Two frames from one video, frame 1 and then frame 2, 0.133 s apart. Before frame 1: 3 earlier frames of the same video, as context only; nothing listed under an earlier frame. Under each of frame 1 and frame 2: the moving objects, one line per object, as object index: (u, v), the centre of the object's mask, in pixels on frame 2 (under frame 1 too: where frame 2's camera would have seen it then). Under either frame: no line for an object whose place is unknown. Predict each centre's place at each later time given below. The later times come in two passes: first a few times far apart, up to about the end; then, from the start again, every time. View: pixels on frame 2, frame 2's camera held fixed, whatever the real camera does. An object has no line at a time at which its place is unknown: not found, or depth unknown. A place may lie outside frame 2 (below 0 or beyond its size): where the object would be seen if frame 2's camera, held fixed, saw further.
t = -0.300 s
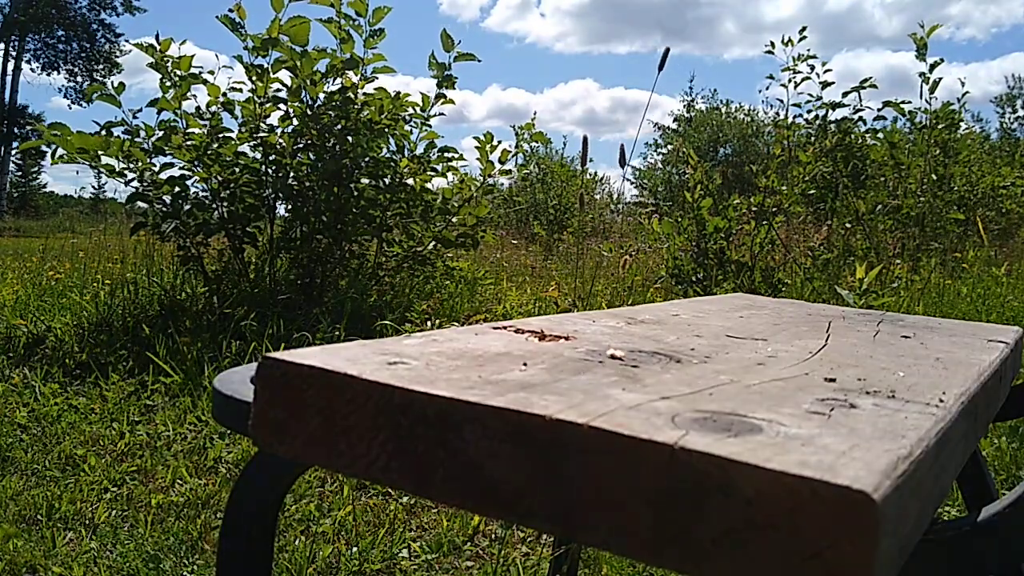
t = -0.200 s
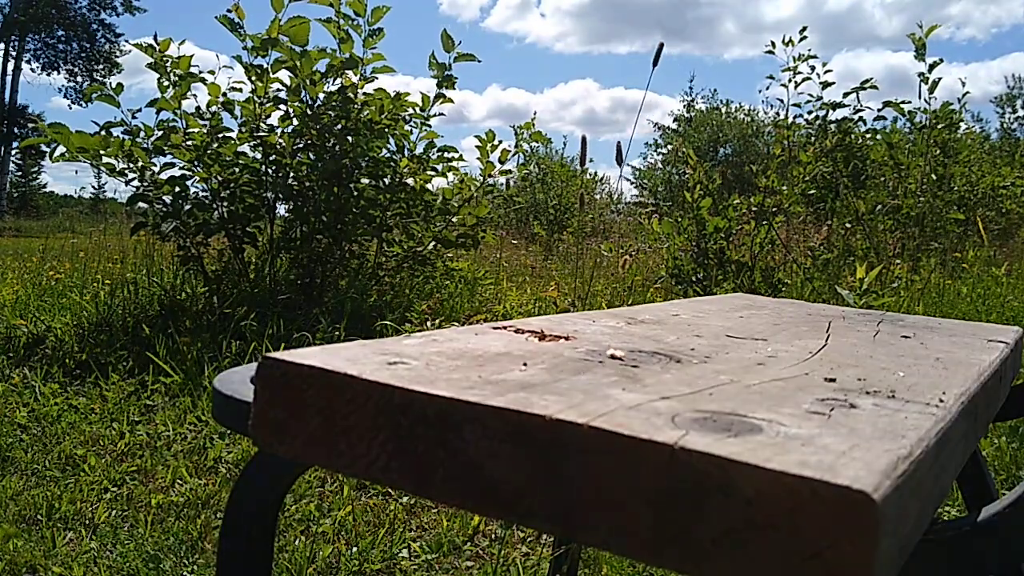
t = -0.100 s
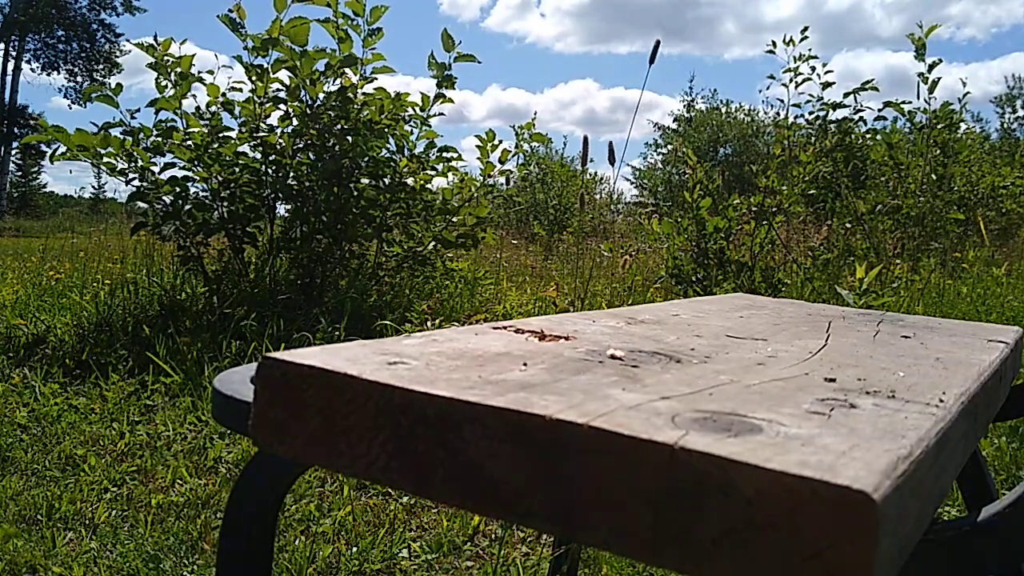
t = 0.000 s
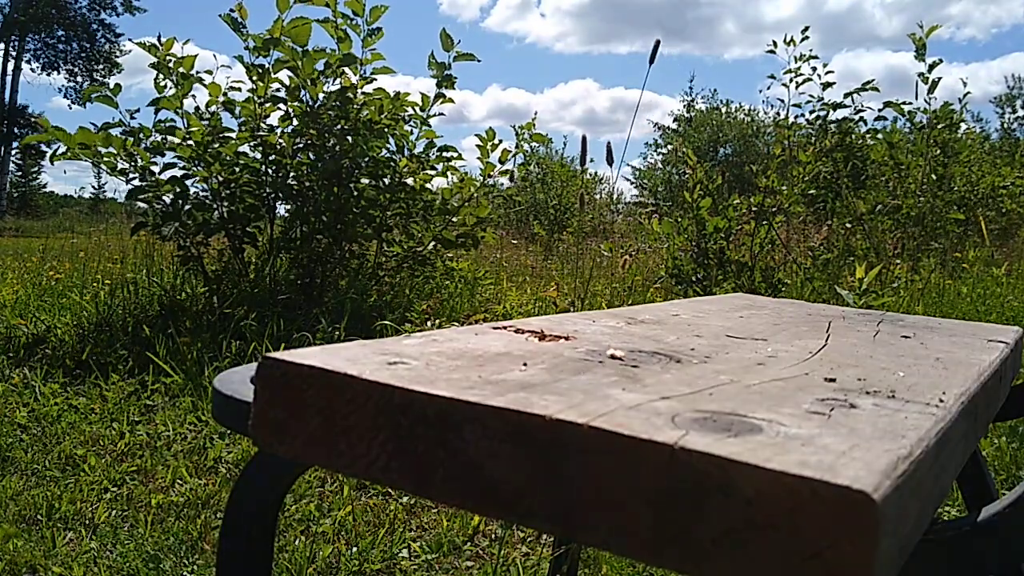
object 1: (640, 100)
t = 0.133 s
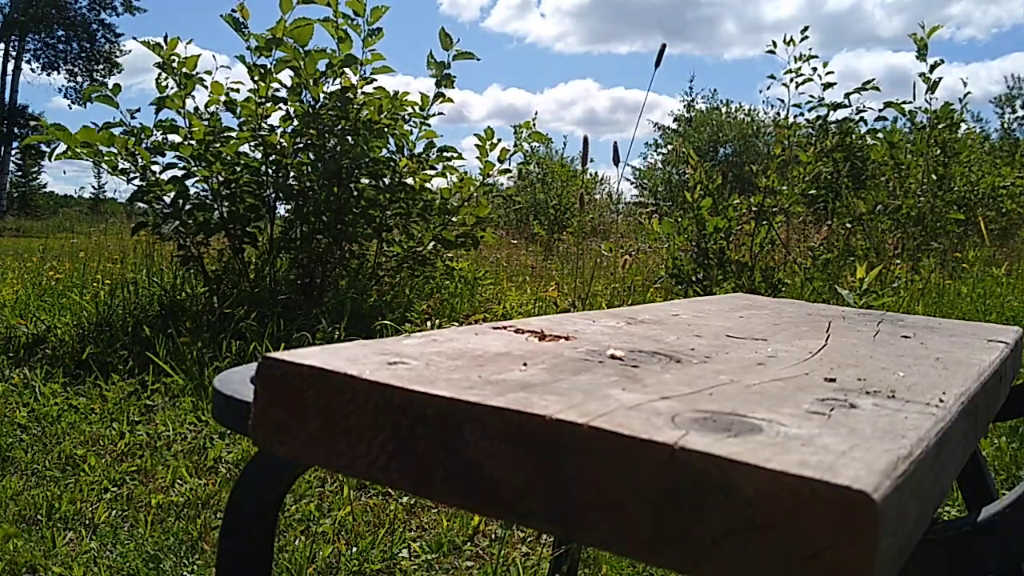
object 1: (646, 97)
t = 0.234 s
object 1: (652, 98)
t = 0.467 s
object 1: (662, 96)
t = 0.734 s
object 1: (649, 99)
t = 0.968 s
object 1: (644, 99)
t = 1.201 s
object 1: (650, 101)
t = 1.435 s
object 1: (653, 106)
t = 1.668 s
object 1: (642, 106)
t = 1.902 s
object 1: (642, 102)
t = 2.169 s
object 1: (654, 95)
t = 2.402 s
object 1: (648, 99)
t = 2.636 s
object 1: (649, 103)
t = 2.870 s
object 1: (662, 99)
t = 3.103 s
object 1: (663, 94)
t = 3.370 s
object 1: (655, 97)
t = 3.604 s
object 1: (655, 96)
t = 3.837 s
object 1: (662, 93)
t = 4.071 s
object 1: (665, 93)
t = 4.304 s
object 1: (661, 90)
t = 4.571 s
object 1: (657, 94)
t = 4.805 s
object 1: (662, 92)
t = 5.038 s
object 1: (662, 91)
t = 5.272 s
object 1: (657, 93)
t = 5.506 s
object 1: (656, 95)
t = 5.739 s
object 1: (661, 94)
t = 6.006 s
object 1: (661, 94)
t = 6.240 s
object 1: (657, 94)
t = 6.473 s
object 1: (655, 94)
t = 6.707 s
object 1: (656, 94)
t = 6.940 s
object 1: (659, 95)
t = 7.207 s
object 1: (664, 92)
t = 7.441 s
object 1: (655, 94)
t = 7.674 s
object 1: (650, 93)
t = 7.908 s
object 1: (658, 94)
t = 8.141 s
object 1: (665, 92)
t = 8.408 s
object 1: (656, 94)
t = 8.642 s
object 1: (651, 92)
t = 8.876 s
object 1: (655, 93)
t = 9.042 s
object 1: (658, 95)
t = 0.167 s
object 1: (648, 99)
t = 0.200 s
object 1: (649, 100)
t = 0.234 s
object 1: (652, 98)
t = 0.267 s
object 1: (654, 99)
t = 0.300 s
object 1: (656, 98)
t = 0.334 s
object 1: (659, 95)
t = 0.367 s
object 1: (660, 95)
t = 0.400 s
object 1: (661, 95)
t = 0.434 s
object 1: (661, 95)
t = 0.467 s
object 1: (662, 96)
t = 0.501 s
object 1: (661, 95)
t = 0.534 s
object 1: (661, 94)
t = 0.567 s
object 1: (660, 94)
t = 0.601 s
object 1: (658, 94)
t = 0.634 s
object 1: (656, 96)
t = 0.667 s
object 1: (654, 97)
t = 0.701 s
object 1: (652, 96)
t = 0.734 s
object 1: (649, 99)
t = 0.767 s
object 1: (649, 96)
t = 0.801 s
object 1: (647, 96)
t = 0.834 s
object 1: (646, 97)
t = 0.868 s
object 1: (645, 96)
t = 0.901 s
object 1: (644, 97)
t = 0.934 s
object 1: (644, 99)
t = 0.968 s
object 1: (644, 99)
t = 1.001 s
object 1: (644, 99)
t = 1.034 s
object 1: (644, 100)
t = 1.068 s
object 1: (645, 101)
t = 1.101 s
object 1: (646, 100)
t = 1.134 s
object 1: (647, 100)
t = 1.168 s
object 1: (649, 100)
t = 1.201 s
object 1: (650, 101)
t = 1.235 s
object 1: (651, 102)
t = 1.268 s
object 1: (652, 103)
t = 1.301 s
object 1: (653, 103)
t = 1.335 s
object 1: (653, 105)
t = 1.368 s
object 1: (654, 104)
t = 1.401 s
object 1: (654, 105)
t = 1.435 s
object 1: (653, 106)
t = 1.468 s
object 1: (652, 106)
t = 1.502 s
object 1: (651, 106)
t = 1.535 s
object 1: (649, 107)
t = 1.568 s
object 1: (647, 108)
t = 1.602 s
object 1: (645, 107)
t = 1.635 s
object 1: (643, 107)
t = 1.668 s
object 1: (642, 106)
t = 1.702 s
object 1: (642, 100)
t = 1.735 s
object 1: (642, 98)
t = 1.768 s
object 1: (641, 98)
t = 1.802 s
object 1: (640, 101)
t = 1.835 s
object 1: (640, 102)
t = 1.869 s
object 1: (641, 102)
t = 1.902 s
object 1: (642, 102)
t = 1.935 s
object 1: (644, 101)
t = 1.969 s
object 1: (646, 100)
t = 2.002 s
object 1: (648, 98)
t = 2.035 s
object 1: (650, 96)
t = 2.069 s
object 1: (652, 96)
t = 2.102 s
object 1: (653, 95)
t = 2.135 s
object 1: (654, 96)
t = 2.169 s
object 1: (654, 95)
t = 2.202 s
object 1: (654, 96)
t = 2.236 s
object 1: (653, 96)
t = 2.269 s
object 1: (652, 97)
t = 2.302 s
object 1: (651, 97)
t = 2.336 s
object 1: (650, 98)
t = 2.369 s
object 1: (649, 98)
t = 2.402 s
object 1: (648, 99)
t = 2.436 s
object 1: (647, 100)
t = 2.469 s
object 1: (647, 99)
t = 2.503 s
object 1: (647, 99)
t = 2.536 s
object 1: (647, 101)
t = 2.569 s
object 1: (647, 103)
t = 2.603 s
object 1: (648, 102)
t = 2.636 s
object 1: (649, 103)
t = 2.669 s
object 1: (651, 103)
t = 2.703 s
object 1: (653, 103)
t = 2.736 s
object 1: (654, 103)
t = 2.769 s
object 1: (657, 100)
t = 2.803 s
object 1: (658, 100)
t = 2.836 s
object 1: (660, 101)
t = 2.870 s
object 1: (662, 99)
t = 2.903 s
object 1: (663, 99)
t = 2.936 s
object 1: (664, 97)
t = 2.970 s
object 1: (664, 97)
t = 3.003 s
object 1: (664, 96)
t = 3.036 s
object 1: (664, 96)
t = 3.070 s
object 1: (664, 95)
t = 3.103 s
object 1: (663, 94)
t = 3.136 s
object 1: (662, 95)
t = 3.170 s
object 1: (661, 95)
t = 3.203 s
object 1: (660, 94)
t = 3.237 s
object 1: (659, 94)
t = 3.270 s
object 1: (658, 93)
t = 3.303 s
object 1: (656, 98)
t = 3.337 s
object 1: (656, 96)
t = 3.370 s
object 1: (655, 97)
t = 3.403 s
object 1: (654, 97)
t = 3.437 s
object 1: (654, 96)
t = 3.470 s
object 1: (654, 96)
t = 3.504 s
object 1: (654, 95)
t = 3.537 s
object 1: (654, 97)
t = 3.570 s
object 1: (654, 96)
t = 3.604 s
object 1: (655, 96)
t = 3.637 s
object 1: (656, 97)
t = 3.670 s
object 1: (657, 96)
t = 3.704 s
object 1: (658, 97)
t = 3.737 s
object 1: (660, 92)
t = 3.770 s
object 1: (661, 93)
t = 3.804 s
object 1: (660, 96)
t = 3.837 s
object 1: (662, 93)
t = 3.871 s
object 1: (663, 93)
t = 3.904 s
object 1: (664, 92)
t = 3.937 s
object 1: (665, 92)
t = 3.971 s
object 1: (665, 92)
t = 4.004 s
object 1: (665, 93)
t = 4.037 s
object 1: (665, 93)
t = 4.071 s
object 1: (665, 93)
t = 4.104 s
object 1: (665, 92)
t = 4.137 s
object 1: (664, 92)
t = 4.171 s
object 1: (664, 92)
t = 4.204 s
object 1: (663, 92)
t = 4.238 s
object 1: (662, 93)
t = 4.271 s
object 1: (661, 92)
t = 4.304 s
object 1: (661, 90)
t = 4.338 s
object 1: (660, 90)
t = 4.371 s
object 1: (659, 90)
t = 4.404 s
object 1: (657, 94)
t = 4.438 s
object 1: (657, 94)
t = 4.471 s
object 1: (656, 94)
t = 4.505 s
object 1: (656, 95)
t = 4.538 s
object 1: (657, 94)
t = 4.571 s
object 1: (657, 94)
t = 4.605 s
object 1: (658, 93)
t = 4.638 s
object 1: (658, 94)
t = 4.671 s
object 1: (659, 95)
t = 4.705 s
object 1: (661, 91)
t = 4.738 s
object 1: (661, 91)
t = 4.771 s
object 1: (662, 91)
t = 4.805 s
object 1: (662, 92)
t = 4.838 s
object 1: (663, 92)
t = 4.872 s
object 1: (664, 91)
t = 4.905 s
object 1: (664, 89)
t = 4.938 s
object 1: (664, 91)
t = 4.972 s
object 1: (663, 92)
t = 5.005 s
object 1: (663, 91)
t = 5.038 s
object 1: (662, 91)
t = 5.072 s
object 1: (662, 91)
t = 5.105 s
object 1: (661, 91)
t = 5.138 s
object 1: (661, 89)
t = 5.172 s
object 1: (660, 89)
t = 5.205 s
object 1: (659, 89)
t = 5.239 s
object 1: (658, 93)
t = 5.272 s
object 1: (657, 93)
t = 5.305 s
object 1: (656, 93)
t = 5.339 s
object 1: (656, 94)
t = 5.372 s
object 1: (656, 93)
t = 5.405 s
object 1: (656, 93)
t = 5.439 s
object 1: (656, 93)
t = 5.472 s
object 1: (656, 94)
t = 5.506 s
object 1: (656, 95)
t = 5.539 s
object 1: (657, 94)
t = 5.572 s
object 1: (658, 94)
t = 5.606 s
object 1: (658, 93)
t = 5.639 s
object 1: (659, 94)
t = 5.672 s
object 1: (661, 91)
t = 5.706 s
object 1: (661, 91)
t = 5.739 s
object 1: (661, 94)
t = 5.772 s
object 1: (661, 95)
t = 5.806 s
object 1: (661, 94)
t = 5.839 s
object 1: (662, 94)
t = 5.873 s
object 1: (662, 94)
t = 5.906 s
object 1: (662, 94)
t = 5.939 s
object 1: (662, 94)
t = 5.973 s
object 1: (661, 94)
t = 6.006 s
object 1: (661, 94)
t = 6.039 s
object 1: (662, 91)
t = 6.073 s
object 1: (661, 92)
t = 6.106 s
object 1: (660, 91)
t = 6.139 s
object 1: (660, 91)
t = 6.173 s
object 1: (659, 92)
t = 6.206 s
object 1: (658, 93)
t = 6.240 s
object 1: (657, 94)
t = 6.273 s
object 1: (656, 95)
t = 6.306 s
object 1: (656, 94)
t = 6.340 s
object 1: (655, 95)
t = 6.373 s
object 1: (655, 95)
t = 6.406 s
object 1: (656, 93)
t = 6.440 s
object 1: (655, 93)
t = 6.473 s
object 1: (655, 94)
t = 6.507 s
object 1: (655, 94)
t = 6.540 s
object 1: (655, 94)
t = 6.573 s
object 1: (656, 92)
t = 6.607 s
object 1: (655, 93)
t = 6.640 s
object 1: (655, 94)
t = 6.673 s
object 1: (656, 92)
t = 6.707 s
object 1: (656, 94)
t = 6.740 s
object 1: (655, 94)
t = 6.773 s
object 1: (656, 94)
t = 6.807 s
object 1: (656, 94)
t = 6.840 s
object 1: (657, 94)
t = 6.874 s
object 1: (657, 94)
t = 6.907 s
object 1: (658, 94)
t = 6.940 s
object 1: (659, 95)
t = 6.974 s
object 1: (661, 91)
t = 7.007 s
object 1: (662, 92)
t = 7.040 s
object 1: (663, 92)
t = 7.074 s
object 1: (664, 92)
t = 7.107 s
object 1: (664, 92)
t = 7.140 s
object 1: (664, 92)
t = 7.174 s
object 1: (665, 92)
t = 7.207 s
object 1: (664, 92)
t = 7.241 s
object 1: (664, 92)
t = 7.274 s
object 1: (663, 92)
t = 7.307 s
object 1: (662, 92)
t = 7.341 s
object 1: (661, 91)
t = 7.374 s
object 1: (660, 91)
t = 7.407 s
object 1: (657, 94)
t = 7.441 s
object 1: (655, 94)
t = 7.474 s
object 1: (654, 93)
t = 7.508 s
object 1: (653, 93)
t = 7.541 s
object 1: (652, 94)
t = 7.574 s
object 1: (651, 94)
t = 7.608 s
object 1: (650, 95)
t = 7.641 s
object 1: (650, 92)
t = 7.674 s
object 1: (650, 93)
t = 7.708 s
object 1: (651, 93)
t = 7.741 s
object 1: (651, 93)
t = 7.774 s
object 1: (652, 94)
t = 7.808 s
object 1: (653, 94)
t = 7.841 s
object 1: (654, 94)
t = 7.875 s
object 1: (656, 95)
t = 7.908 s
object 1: (658, 94)
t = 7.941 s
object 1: (660, 92)
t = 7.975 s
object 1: (661, 92)
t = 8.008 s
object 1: (662, 93)
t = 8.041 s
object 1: (664, 91)
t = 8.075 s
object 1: (664, 93)
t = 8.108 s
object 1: (665, 92)
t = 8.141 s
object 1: (665, 92)
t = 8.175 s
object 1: (665, 93)
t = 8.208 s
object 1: (664, 92)
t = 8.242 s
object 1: (664, 91)
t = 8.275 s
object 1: (662, 93)
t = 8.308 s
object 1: (661, 93)
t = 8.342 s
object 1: (659, 94)
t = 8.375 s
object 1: (657, 94)
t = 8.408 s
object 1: (656, 94)
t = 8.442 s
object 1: (655, 94)
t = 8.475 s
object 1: (654, 92)
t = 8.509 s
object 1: (653, 92)
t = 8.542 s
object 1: (652, 92)
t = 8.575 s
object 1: (652, 92)
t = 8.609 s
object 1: (651, 92)
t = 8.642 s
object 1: (651, 92)
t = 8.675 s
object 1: (651, 93)
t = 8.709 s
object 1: (651, 94)
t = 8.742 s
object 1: (652, 93)
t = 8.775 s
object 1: (653, 93)
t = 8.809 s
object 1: (654, 94)
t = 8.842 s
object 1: (654, 94)
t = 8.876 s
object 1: (655, 93)
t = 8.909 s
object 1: (656, 95)
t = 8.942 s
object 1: (657, 94)
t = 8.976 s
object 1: (657, 94)
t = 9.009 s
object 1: (657, 95)
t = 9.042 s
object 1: (658, 95)
